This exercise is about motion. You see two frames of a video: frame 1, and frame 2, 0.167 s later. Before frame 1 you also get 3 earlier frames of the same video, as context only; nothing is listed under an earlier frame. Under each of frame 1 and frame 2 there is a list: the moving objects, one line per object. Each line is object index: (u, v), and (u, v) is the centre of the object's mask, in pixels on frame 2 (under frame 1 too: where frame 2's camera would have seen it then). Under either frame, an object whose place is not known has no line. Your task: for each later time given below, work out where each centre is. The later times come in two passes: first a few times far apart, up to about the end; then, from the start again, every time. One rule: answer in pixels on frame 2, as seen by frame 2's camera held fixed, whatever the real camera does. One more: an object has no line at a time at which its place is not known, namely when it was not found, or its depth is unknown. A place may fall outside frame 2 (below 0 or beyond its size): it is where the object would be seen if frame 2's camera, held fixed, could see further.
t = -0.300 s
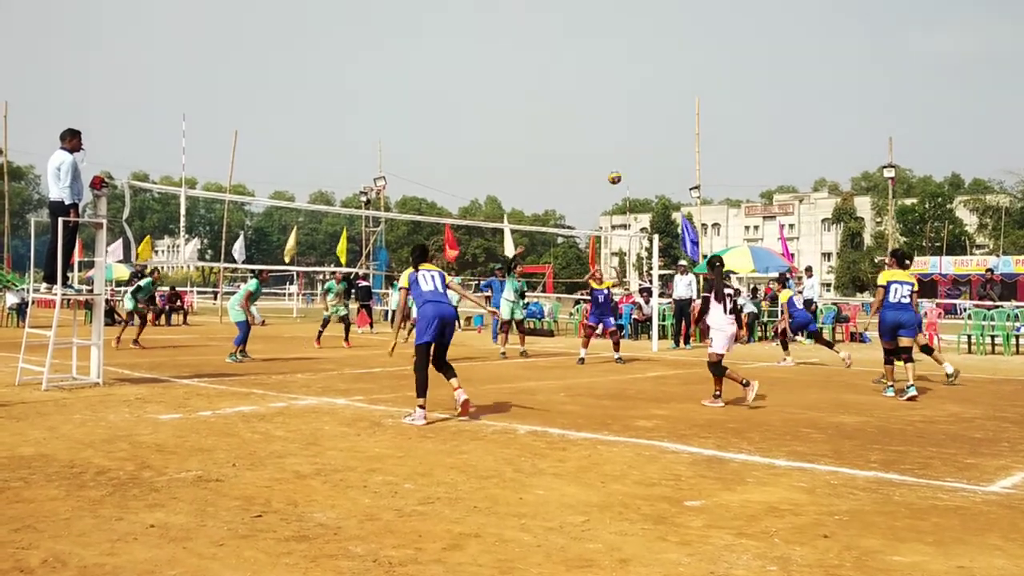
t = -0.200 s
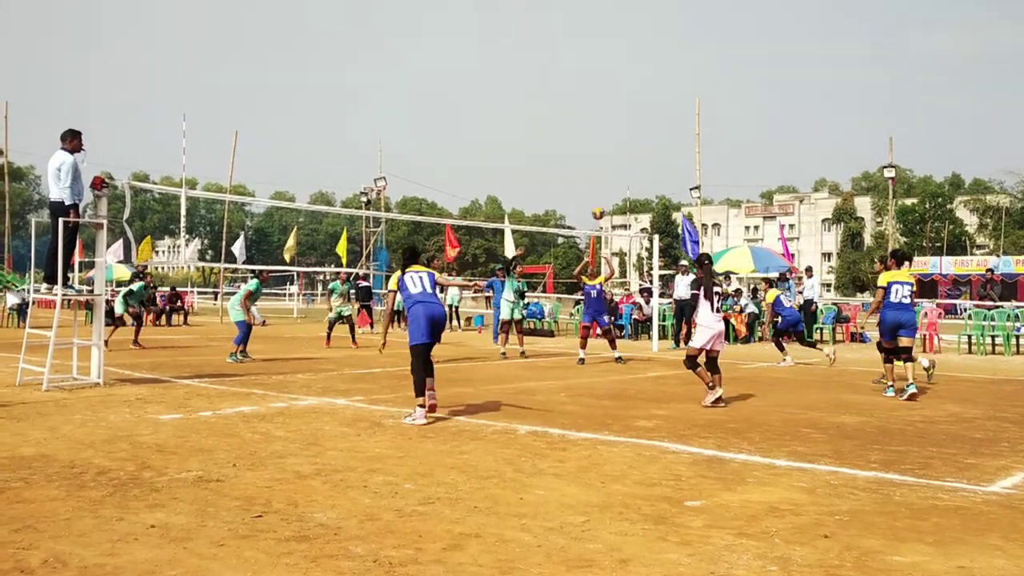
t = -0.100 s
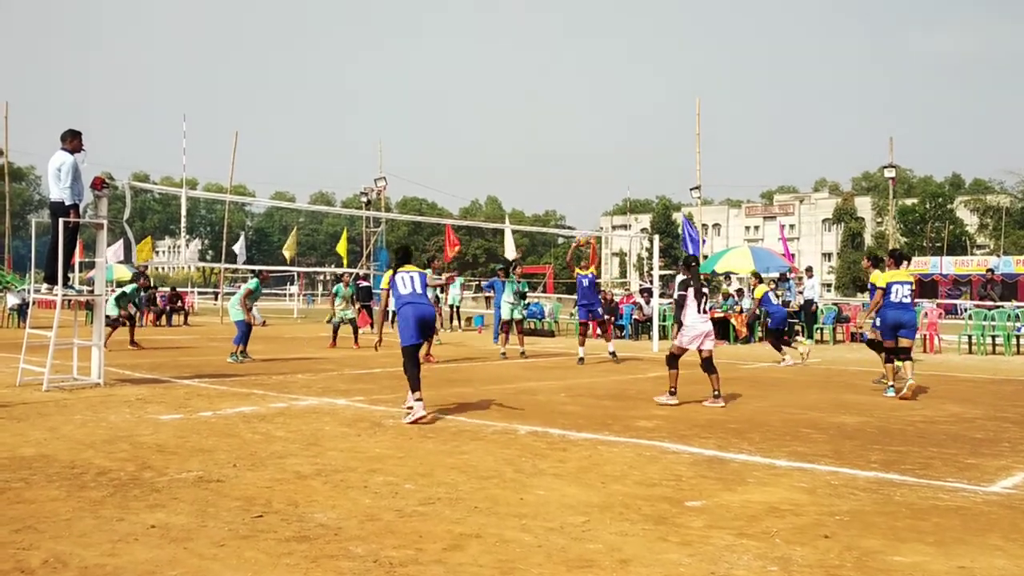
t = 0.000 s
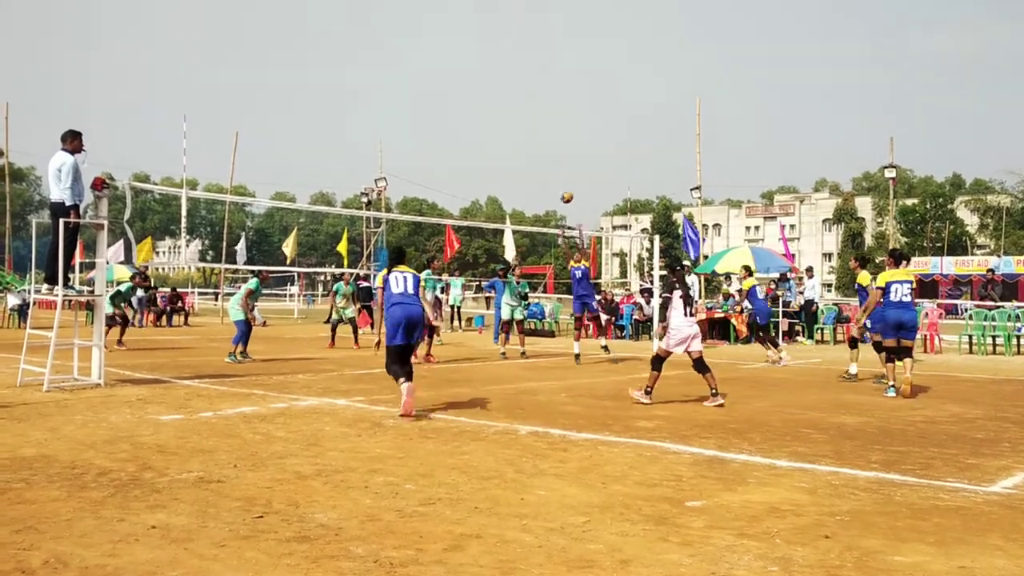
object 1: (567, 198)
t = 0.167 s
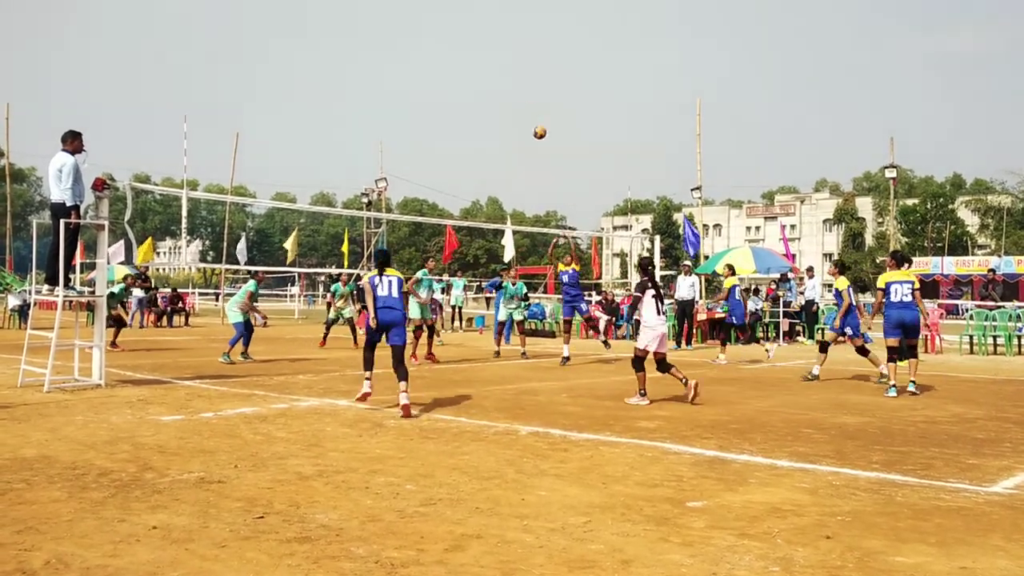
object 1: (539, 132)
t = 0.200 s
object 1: (534, 122)
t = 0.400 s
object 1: (498, 69)
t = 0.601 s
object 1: (460, 40)
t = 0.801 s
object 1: (420, 38)
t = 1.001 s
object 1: (376, 66)
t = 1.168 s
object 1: (337, 115)
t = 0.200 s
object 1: (534, 122)
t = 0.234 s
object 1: (528, 111)
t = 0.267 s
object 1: (522, 101)
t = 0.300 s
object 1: (517, 92)
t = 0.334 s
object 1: (510, 84)
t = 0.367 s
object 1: (504, 76)
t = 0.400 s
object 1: (498, 69)
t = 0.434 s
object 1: (492, 63)
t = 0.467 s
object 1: (486, 57)
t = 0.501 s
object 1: (480, 52)
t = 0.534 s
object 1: (473, 47)
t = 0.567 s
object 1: (467, 43)
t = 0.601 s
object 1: (460, 40)
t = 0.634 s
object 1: (454, 38)
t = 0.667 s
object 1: (447, 36)
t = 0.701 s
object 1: (440, 36)
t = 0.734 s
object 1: (433, 36)
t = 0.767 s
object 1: (426, 36)
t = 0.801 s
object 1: (420, 38)
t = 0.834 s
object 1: (412, 41)
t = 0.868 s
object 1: (405, 44)
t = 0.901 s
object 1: (398, 48)
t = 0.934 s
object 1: (391, 53)
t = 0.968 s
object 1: (383, 59)
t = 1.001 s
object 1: (376, 66)
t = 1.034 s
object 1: (368, 74)
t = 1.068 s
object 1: (360, 83)
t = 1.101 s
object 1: (353, 92)
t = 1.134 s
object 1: (345, 103)
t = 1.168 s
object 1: (337, 115)
